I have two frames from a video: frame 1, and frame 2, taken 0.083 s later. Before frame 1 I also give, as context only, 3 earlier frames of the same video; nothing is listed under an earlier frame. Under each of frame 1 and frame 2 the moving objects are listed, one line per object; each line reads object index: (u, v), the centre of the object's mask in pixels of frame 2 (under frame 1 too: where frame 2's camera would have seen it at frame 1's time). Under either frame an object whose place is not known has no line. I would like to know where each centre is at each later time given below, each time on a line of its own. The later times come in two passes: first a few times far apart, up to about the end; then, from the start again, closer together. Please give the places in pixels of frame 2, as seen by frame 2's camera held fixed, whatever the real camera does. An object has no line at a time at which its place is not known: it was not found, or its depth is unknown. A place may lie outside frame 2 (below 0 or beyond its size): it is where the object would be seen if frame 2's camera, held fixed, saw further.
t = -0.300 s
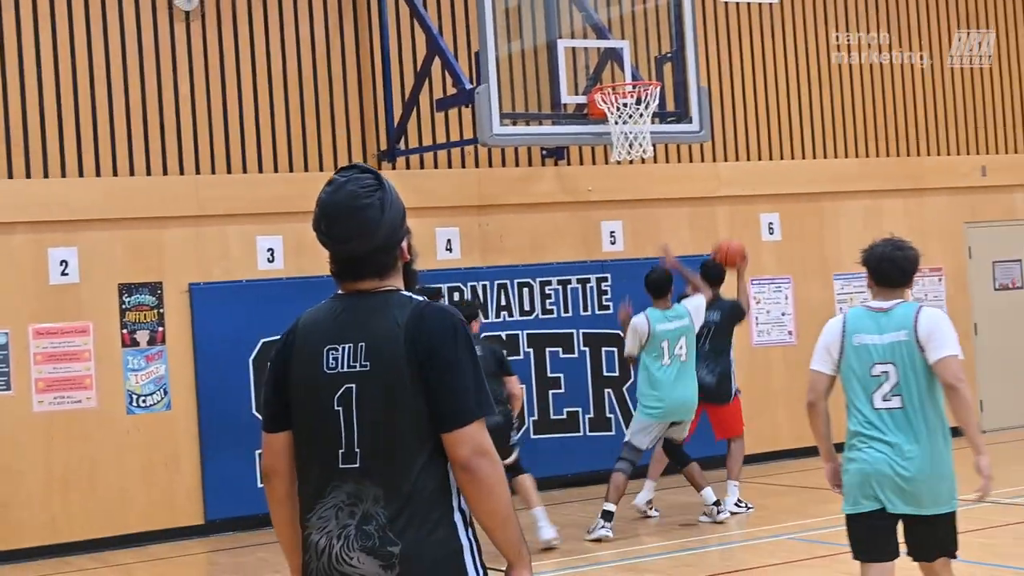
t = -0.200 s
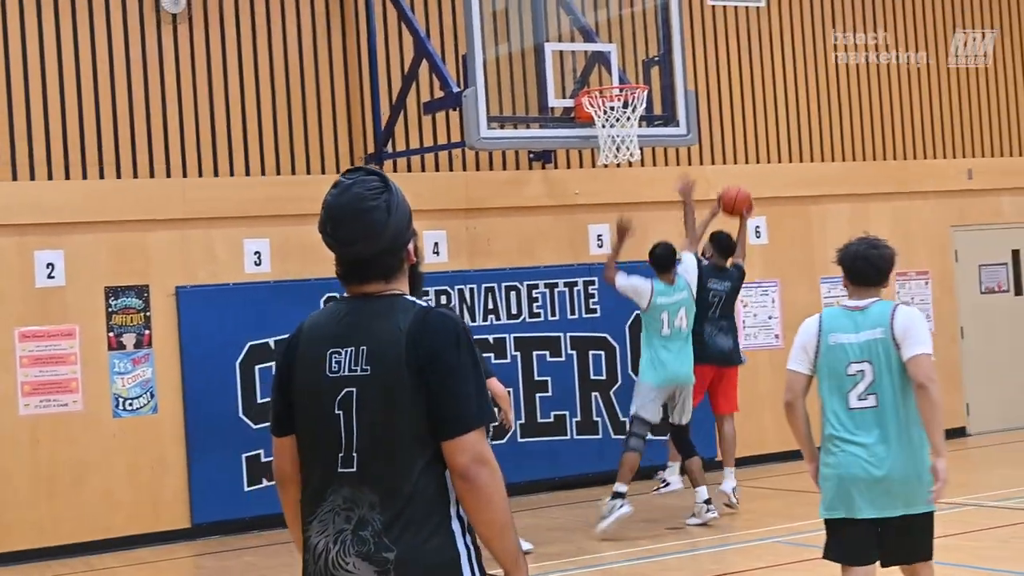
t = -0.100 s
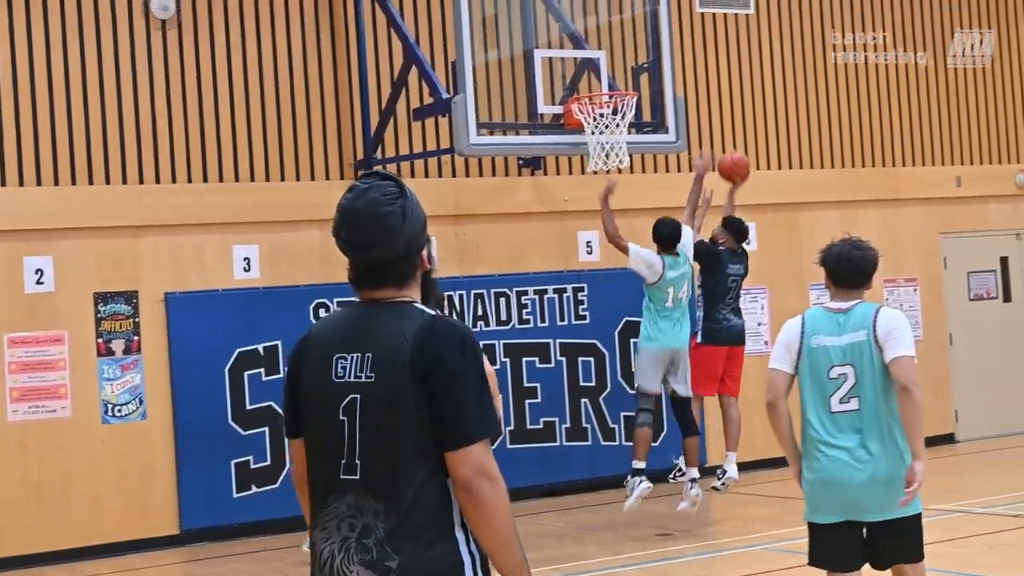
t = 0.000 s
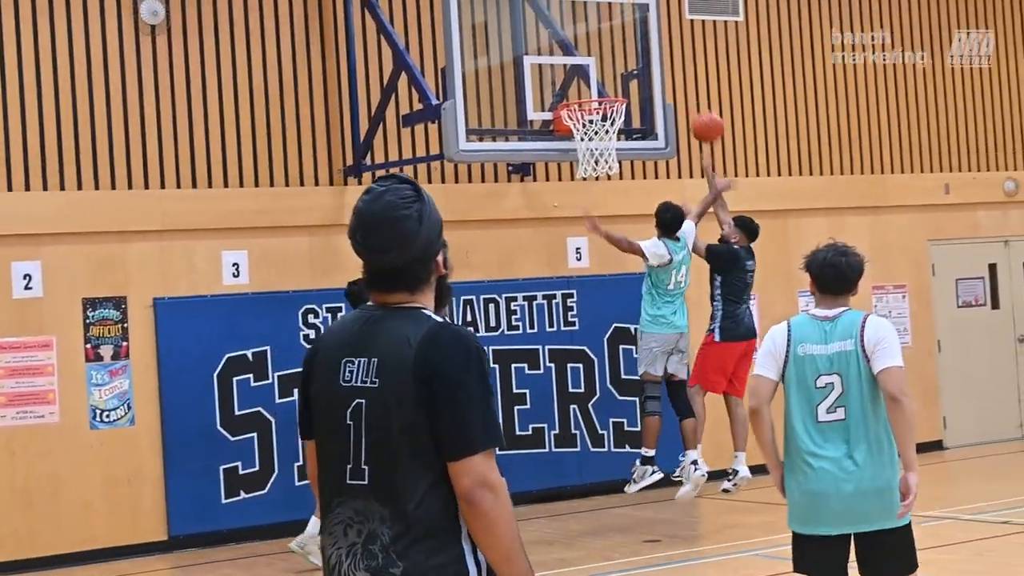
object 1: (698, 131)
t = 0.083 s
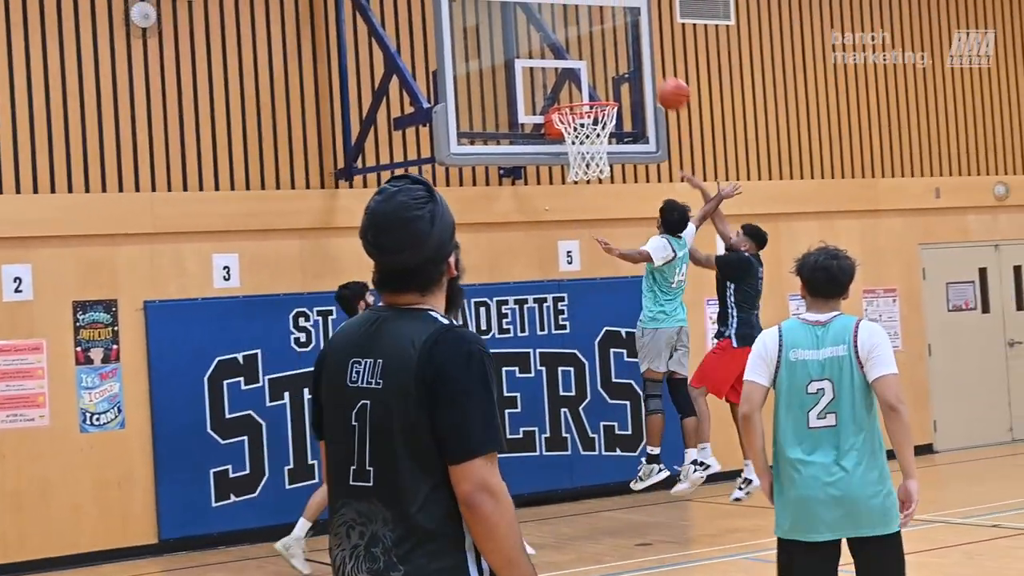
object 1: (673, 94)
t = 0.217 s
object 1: (633, 55)
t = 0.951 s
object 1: (592, 261)
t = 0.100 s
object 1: (668, 87)
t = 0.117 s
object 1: (663, 82)
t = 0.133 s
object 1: (659, 77)
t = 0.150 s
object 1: (653, 71)
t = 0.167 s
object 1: (649, 66)
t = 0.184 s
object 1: (643, 62)
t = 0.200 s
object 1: (638, 58)
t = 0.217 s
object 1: (633, 55)
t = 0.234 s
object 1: (629, 52)
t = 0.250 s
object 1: (624, 49)
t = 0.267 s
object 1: (619, 46)
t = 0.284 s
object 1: (614, 43)
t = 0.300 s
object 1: (609, 41)
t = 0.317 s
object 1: (604, 40)
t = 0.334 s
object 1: (600, 39)
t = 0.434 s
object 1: (590, 42)
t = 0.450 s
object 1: (590, 45)
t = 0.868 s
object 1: (589, 208)
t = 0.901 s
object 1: (590, 228)
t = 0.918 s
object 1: (591, 237)
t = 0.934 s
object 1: (591, 249)
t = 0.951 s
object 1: (592, 261)
